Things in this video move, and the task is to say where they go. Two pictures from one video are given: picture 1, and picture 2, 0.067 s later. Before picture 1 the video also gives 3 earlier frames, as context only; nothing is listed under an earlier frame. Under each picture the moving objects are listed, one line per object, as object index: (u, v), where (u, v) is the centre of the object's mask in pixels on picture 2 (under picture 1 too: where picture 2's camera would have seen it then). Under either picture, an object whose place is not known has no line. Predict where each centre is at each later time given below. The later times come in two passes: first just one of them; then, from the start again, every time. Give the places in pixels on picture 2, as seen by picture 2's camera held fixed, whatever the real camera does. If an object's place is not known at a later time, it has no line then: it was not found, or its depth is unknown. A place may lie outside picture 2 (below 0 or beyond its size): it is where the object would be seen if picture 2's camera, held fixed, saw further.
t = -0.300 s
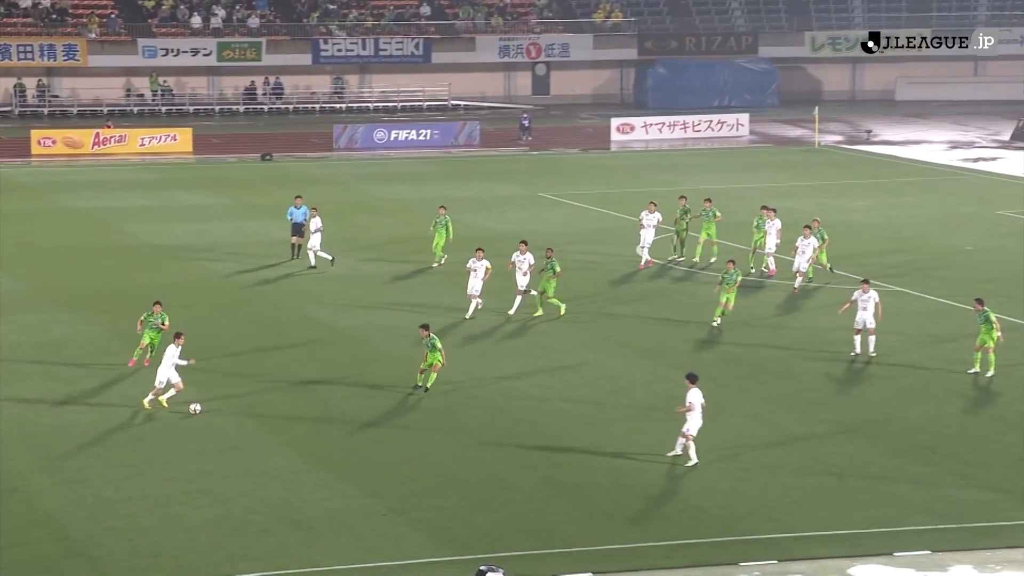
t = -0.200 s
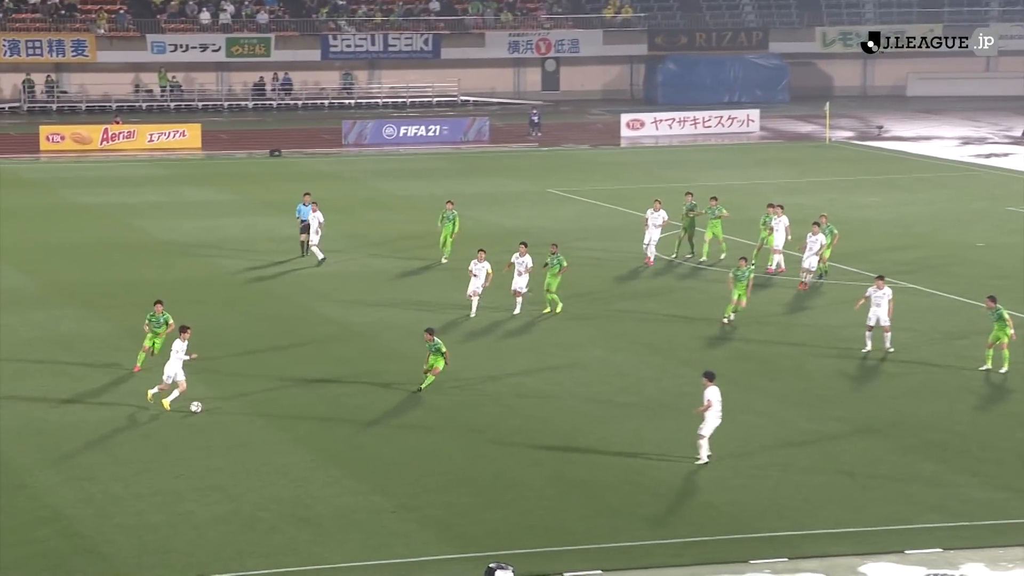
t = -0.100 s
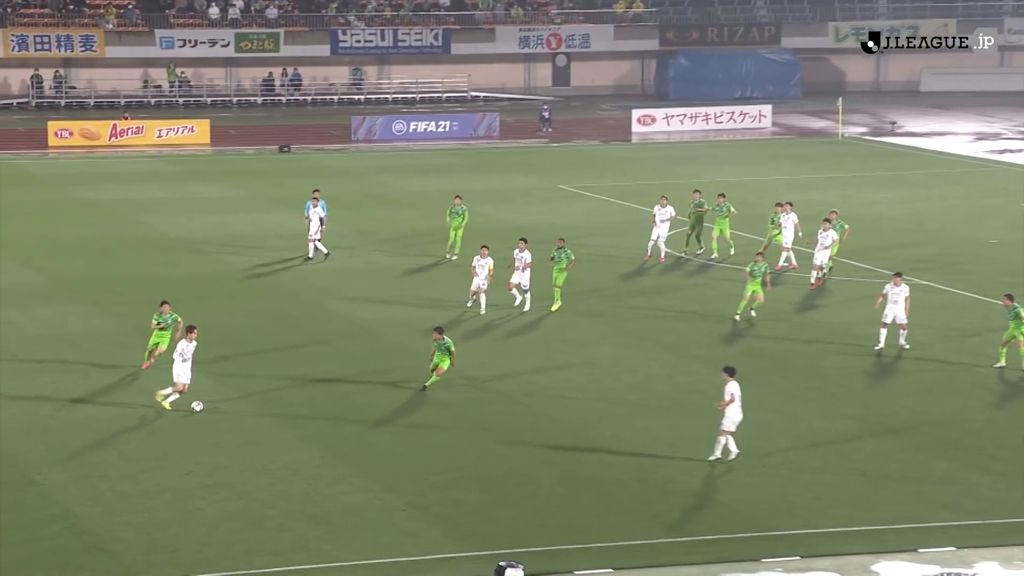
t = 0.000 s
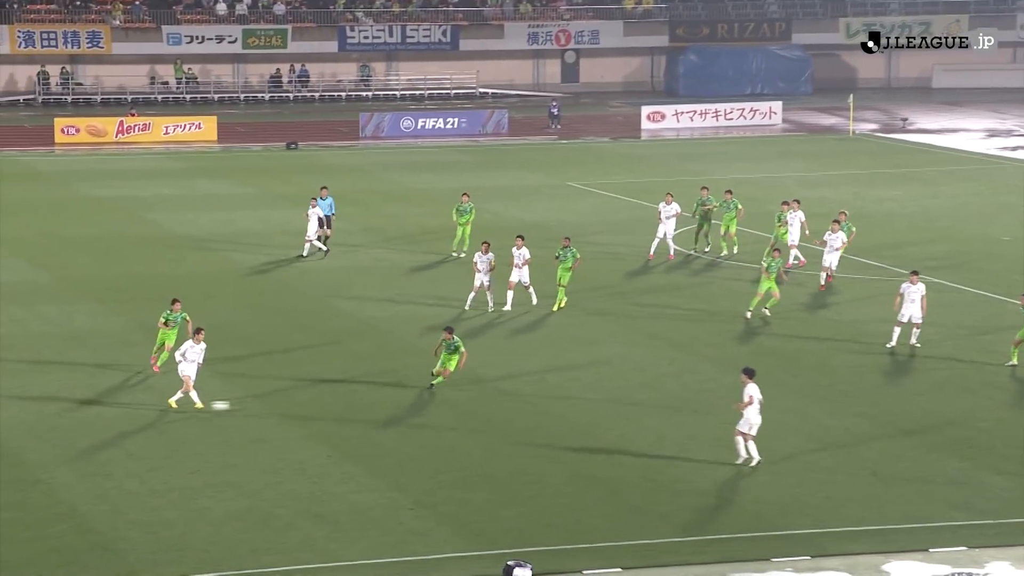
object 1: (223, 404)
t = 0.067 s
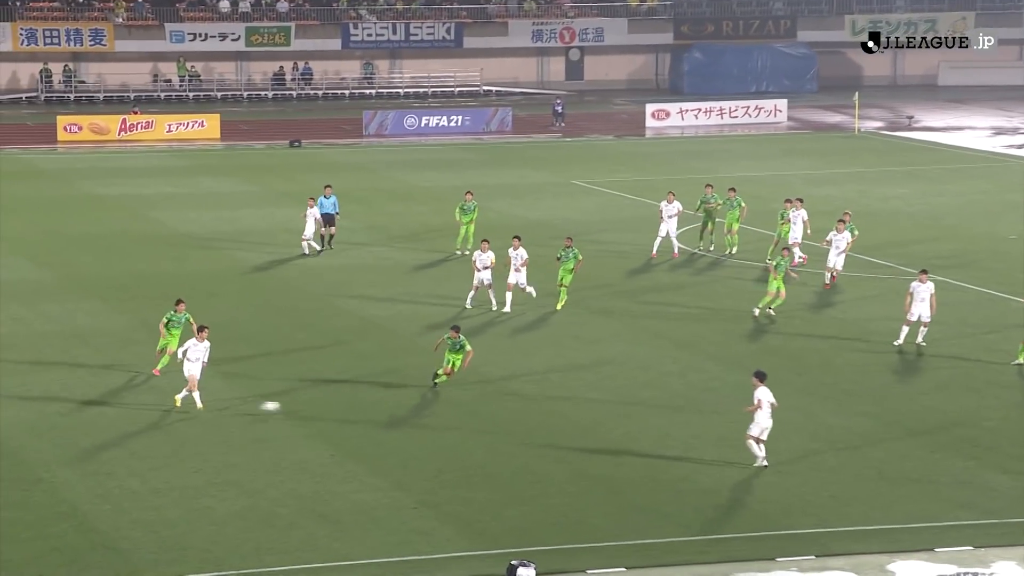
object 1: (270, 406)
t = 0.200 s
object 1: (367, 417)
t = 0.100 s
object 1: (295, 408)
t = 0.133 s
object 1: (318, 410)
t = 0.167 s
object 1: (343, 413)
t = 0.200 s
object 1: (367, 417)
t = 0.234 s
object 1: (391, 420)
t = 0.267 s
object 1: (413, 420)
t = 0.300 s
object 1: (437, 421)
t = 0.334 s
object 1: (459, 422)
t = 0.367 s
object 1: (482, 424)
